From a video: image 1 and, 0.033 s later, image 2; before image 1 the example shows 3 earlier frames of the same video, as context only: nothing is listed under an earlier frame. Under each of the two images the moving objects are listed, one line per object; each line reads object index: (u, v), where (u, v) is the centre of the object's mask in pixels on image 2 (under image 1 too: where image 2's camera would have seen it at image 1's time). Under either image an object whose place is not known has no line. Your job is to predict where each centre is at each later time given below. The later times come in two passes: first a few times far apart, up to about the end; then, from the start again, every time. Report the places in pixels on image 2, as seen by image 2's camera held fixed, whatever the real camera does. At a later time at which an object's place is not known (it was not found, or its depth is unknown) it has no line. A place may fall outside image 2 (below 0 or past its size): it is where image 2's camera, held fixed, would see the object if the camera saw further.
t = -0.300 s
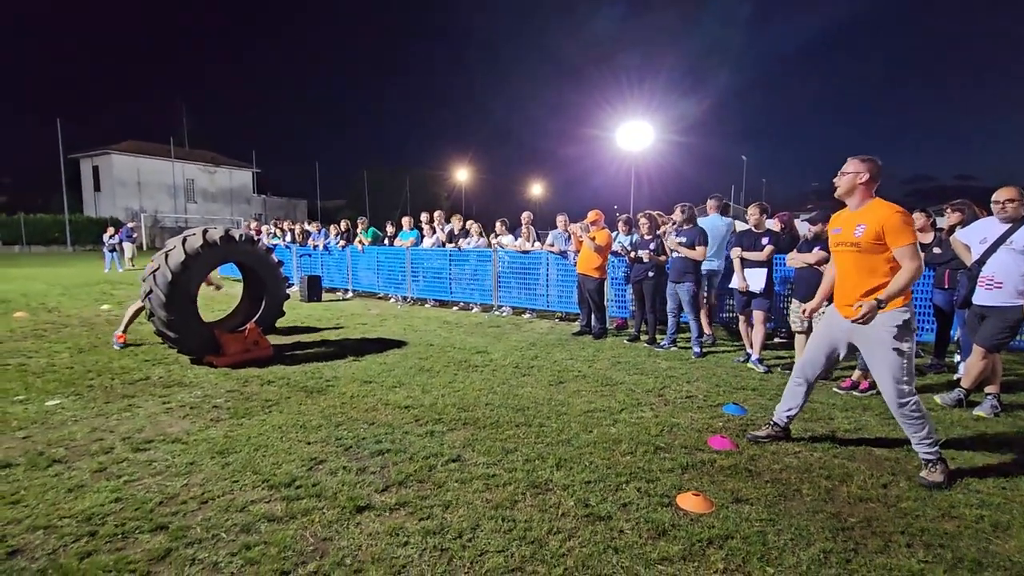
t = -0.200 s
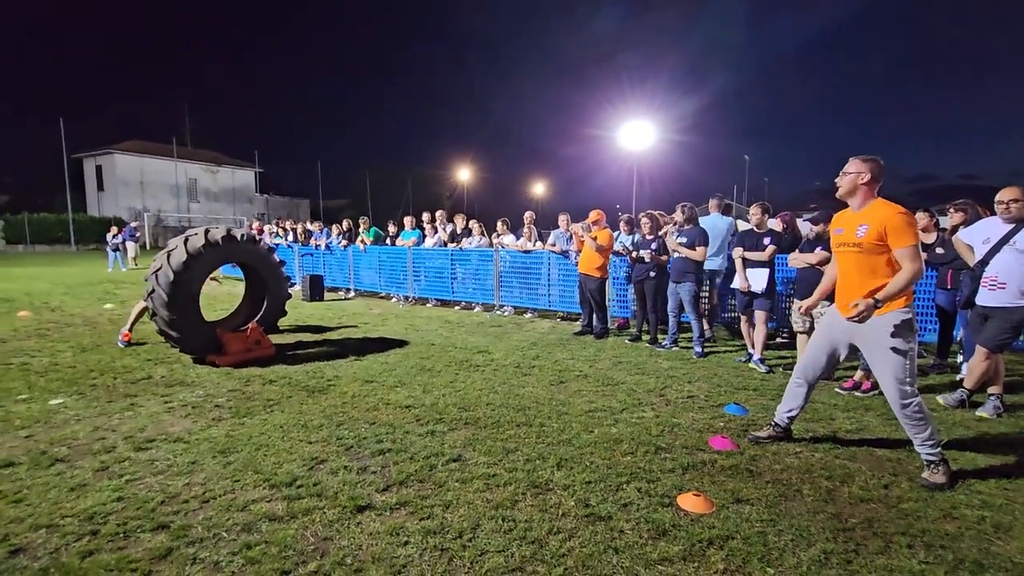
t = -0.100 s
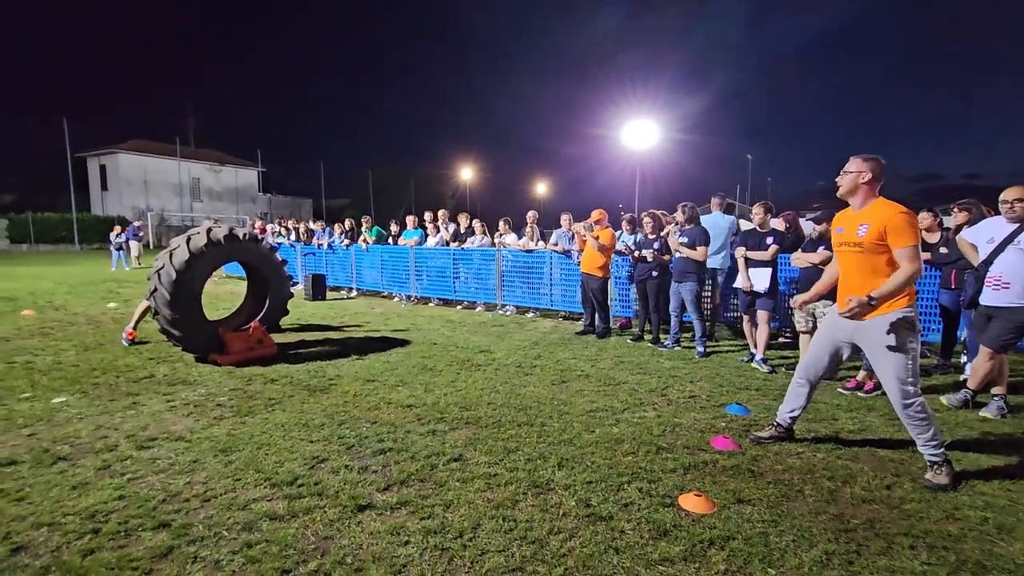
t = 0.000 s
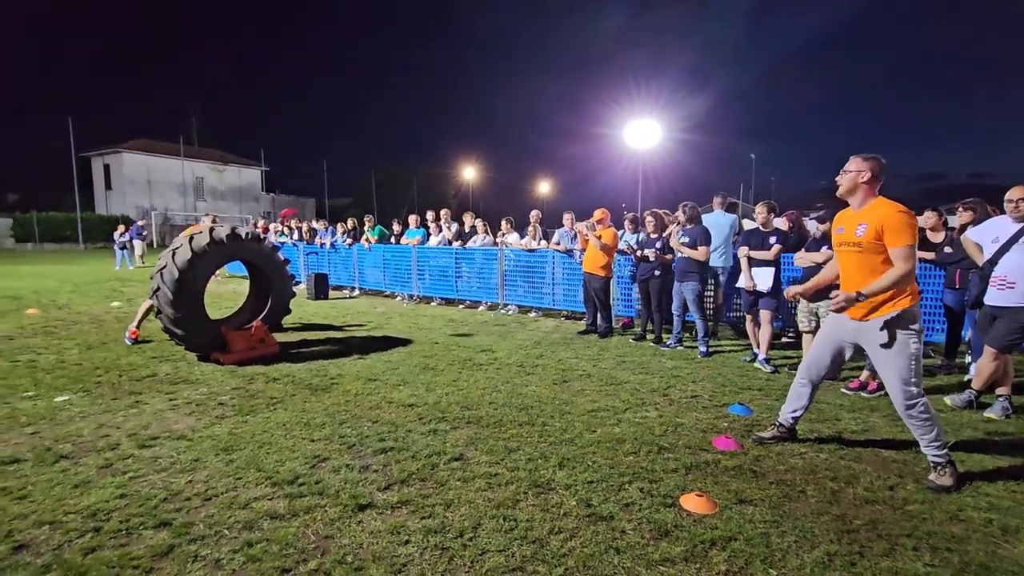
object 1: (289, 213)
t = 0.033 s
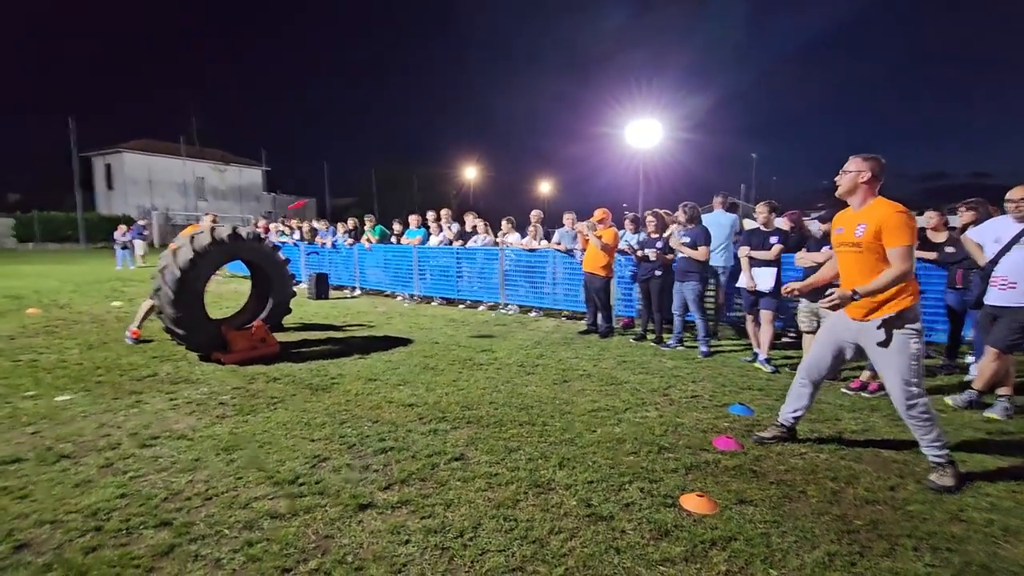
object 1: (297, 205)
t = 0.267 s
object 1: (349, 165)
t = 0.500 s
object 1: (410, 144)
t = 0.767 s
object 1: (486, 139)
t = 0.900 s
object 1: (530, 151)
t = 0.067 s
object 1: (304, 198)
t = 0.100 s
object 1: (310, 192)
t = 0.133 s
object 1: (318, 185)
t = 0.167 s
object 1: (325, 180)
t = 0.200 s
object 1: (333, 174)
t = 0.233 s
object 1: (341, 169)
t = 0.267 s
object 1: (349, 165)
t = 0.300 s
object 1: (357, 161)
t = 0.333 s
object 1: (367, 157)
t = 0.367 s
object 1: (375, 154)
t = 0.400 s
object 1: (383, 150)
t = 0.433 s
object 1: (392, 148)
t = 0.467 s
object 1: (401, 146)
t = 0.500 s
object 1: (410, 144)
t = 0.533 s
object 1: (419, 142)
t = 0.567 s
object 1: (428, 140)
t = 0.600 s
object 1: (438, 139)
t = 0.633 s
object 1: (447, 138)
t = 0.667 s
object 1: (457, 137)
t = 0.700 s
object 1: (466, 138)
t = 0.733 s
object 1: (477, 138)
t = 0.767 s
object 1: (486, 139)
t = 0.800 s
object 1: (497, 141)
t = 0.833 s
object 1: (507, 144)
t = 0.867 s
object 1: (518, 147)
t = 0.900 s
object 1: (530, 151)
